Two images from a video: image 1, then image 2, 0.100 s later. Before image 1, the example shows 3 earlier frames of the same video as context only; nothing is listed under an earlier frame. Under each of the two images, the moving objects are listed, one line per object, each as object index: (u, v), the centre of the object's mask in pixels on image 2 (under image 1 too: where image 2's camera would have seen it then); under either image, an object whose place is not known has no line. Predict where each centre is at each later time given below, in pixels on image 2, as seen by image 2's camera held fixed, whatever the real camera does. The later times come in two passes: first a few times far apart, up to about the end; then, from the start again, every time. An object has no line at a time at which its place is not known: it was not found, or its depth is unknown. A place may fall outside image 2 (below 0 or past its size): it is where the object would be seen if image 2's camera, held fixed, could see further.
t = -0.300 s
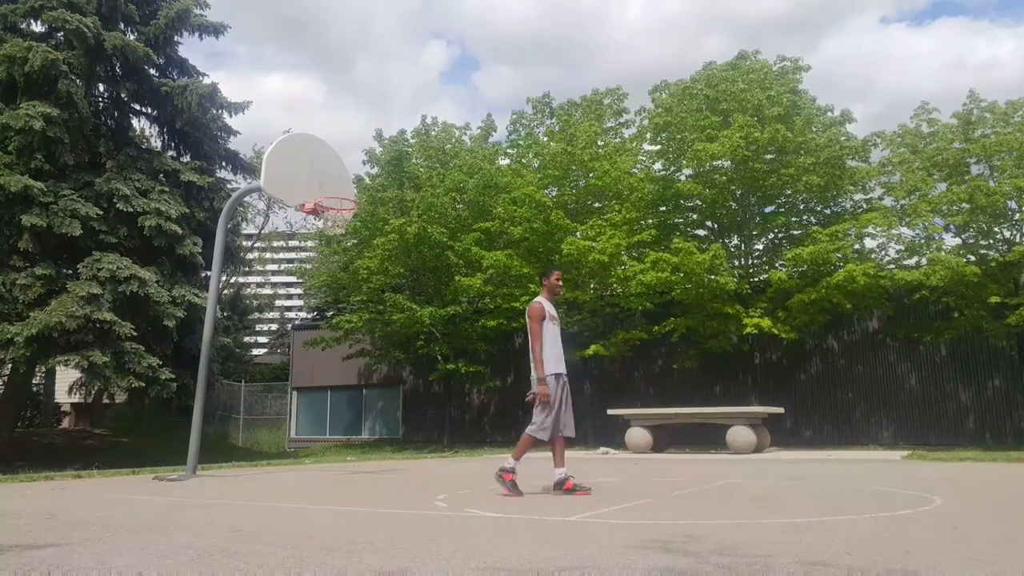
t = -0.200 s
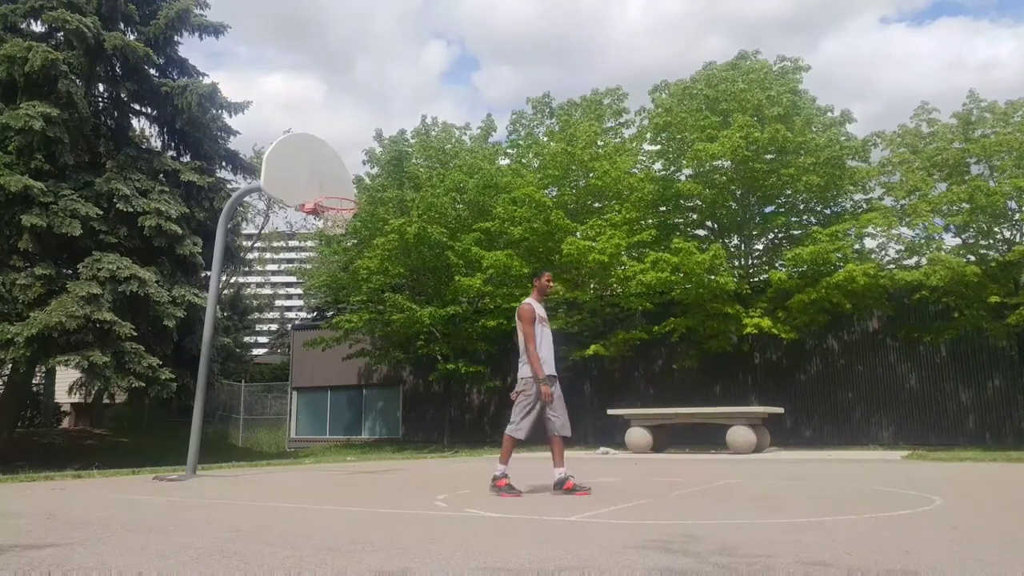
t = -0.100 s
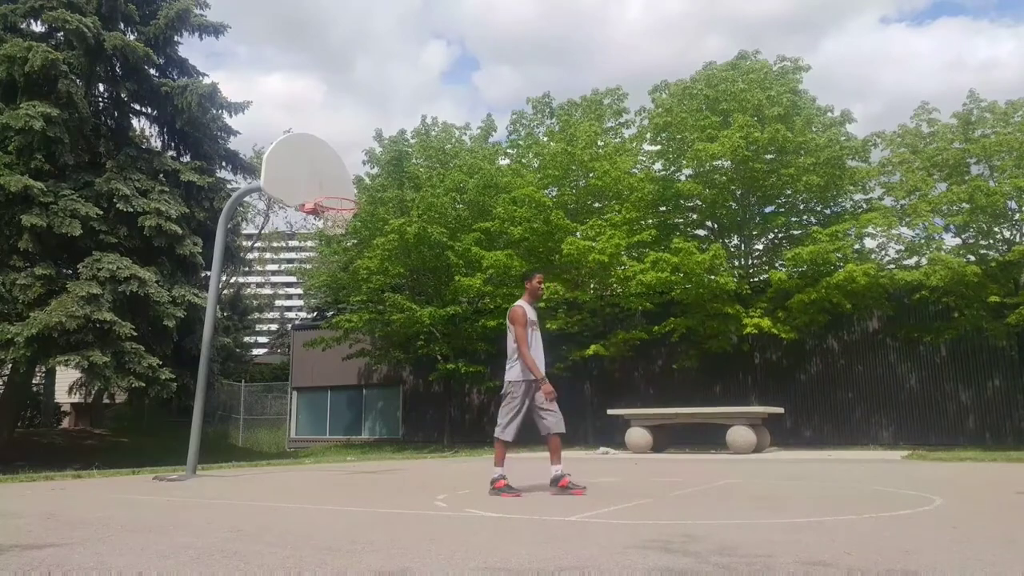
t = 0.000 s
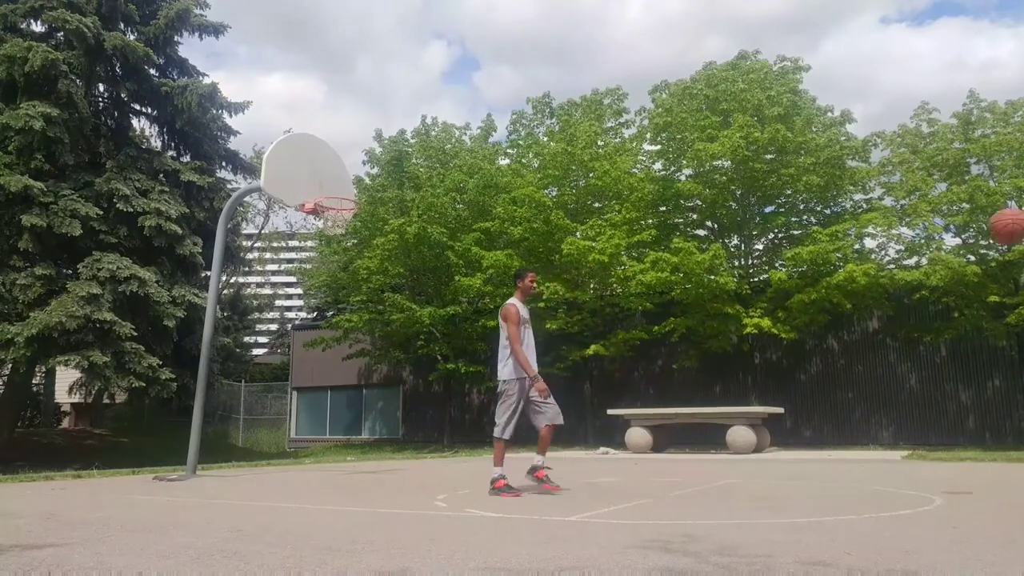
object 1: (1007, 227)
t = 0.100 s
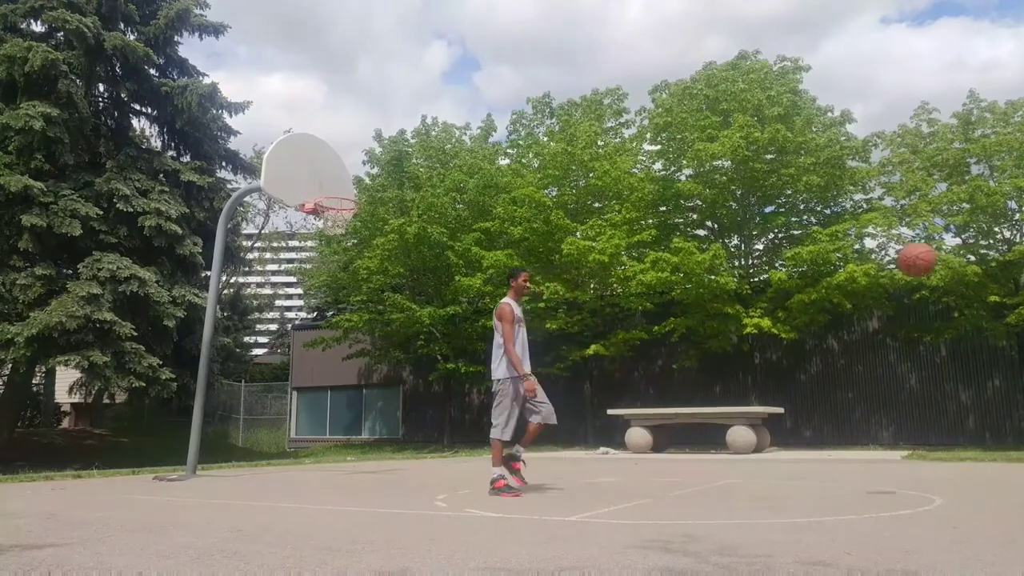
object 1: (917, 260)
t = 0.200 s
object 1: (833, 306)
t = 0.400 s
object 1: (679, 430)
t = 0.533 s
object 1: (606, 449)
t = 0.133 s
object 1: (888, 274)
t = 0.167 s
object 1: (860, 289)
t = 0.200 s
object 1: (833, 306)
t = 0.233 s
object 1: (806, 323)
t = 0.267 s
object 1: (780, 342)
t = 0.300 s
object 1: (754, 362)
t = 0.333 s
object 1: (728, 384)
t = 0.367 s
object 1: (704, 405)
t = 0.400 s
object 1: (679, 430)
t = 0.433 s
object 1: (655, 455)
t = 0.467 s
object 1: (630, 482)
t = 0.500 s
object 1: (617, 470)
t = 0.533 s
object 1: (606, 449)
